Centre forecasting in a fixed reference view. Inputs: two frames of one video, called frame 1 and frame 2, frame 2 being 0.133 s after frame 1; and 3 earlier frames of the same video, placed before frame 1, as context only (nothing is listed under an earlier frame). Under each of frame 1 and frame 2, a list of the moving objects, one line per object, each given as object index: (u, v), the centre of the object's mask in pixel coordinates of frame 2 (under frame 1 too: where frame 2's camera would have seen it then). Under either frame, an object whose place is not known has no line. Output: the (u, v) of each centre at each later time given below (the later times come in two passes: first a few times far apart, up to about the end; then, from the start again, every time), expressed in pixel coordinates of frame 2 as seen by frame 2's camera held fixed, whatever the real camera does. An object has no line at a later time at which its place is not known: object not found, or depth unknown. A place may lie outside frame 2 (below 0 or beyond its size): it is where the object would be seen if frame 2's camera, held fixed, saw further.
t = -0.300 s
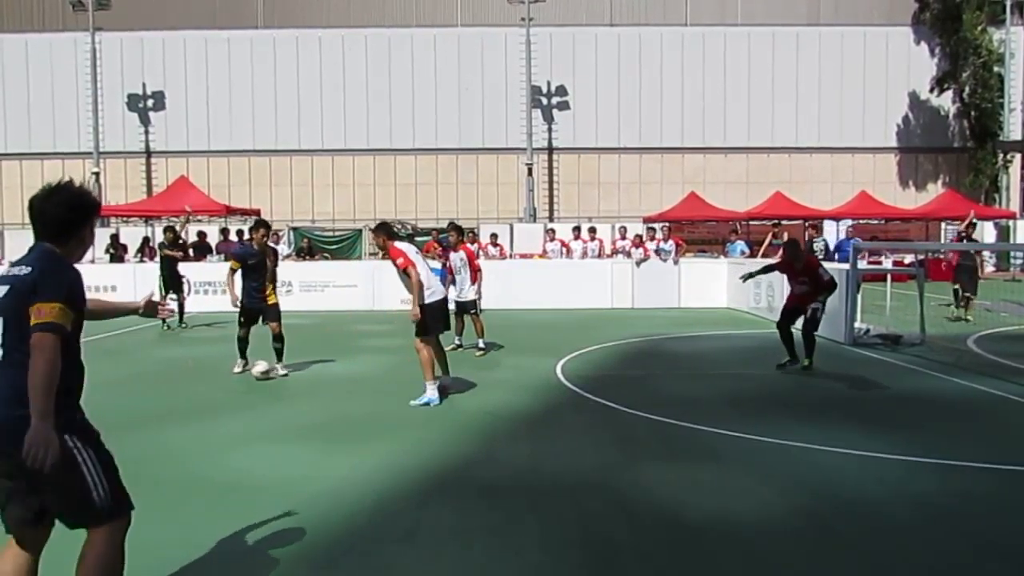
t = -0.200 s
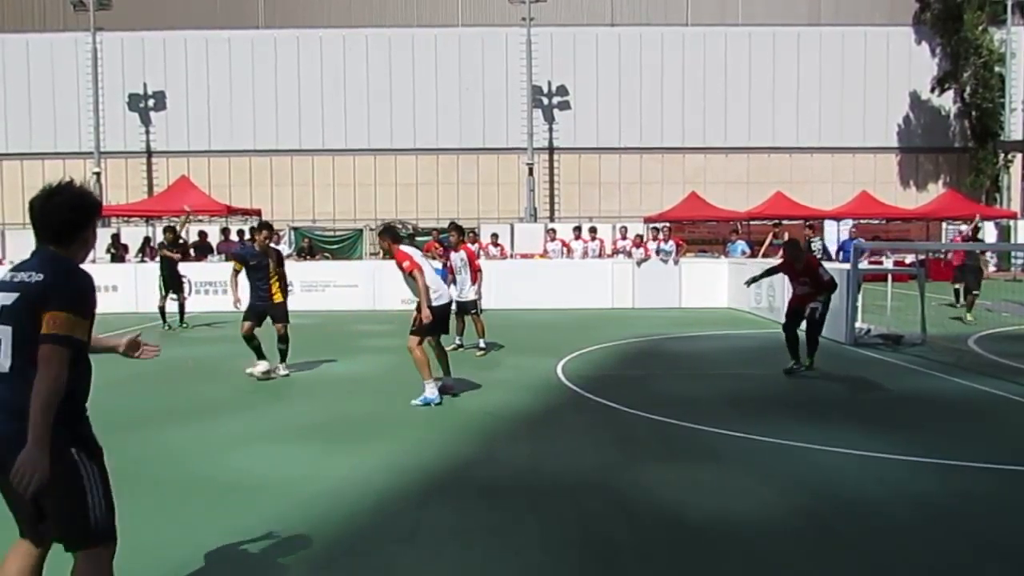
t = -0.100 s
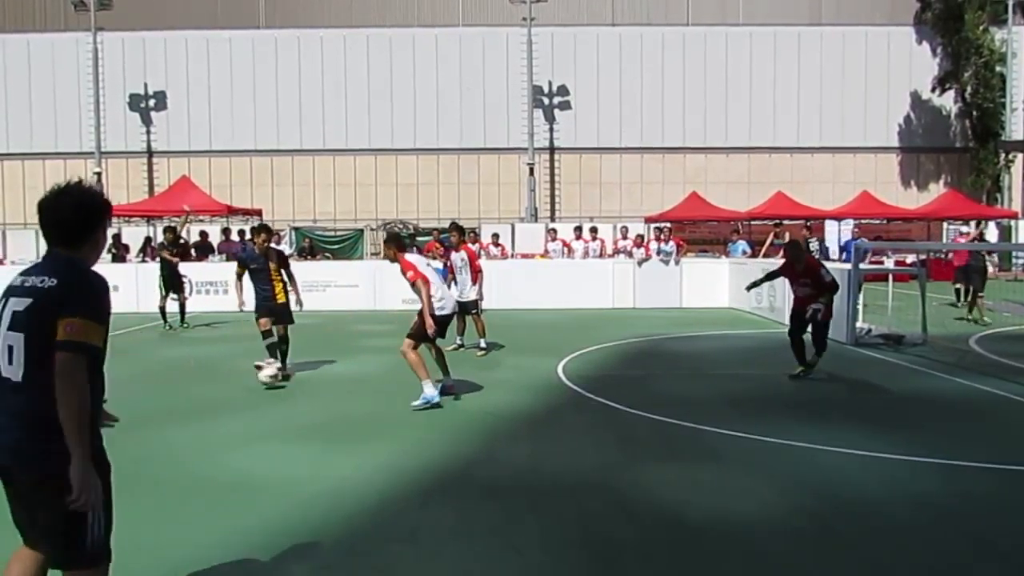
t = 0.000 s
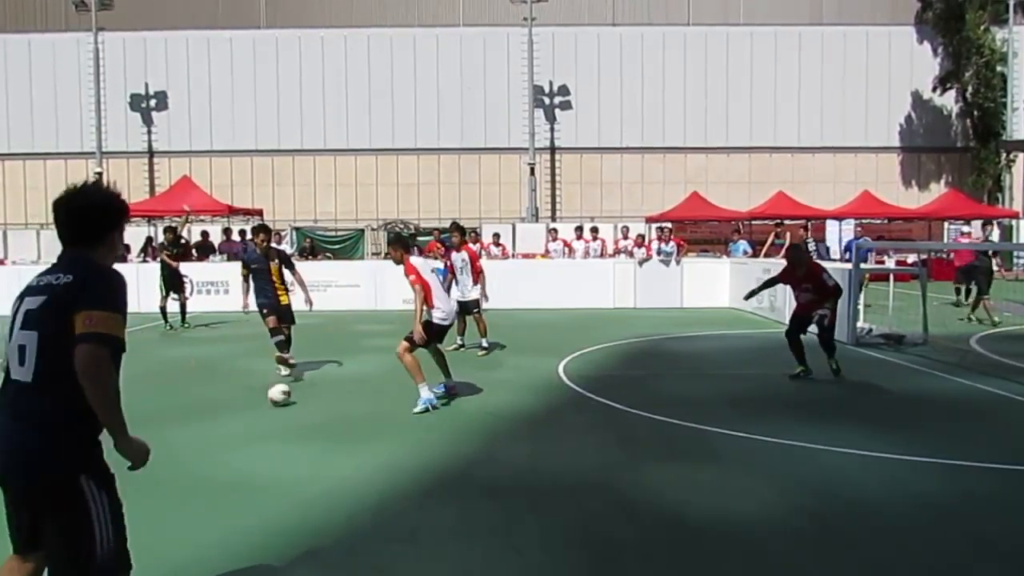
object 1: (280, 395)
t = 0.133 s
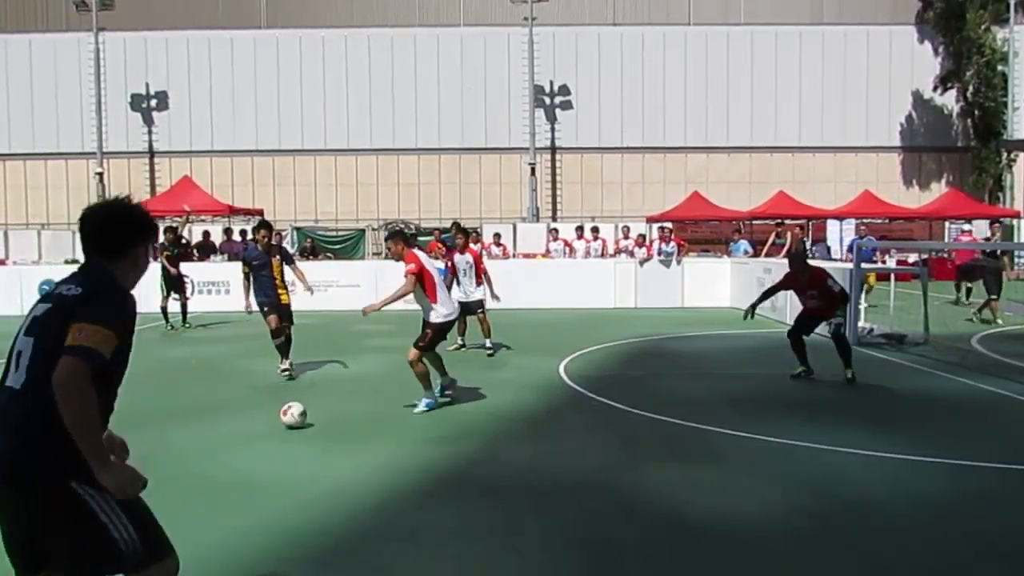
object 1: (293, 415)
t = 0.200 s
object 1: (301, 426)
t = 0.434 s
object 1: (326, 470)
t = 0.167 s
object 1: (297, 420)
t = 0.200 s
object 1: (301, 426)
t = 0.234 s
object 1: (304, 432)
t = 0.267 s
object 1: (307, 438)
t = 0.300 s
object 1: (312, 444)
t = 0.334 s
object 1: (316, 451)
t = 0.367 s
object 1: (319, 456)
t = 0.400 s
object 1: (324, 464)
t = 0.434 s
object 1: (326, 470)
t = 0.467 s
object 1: (331, 479)
